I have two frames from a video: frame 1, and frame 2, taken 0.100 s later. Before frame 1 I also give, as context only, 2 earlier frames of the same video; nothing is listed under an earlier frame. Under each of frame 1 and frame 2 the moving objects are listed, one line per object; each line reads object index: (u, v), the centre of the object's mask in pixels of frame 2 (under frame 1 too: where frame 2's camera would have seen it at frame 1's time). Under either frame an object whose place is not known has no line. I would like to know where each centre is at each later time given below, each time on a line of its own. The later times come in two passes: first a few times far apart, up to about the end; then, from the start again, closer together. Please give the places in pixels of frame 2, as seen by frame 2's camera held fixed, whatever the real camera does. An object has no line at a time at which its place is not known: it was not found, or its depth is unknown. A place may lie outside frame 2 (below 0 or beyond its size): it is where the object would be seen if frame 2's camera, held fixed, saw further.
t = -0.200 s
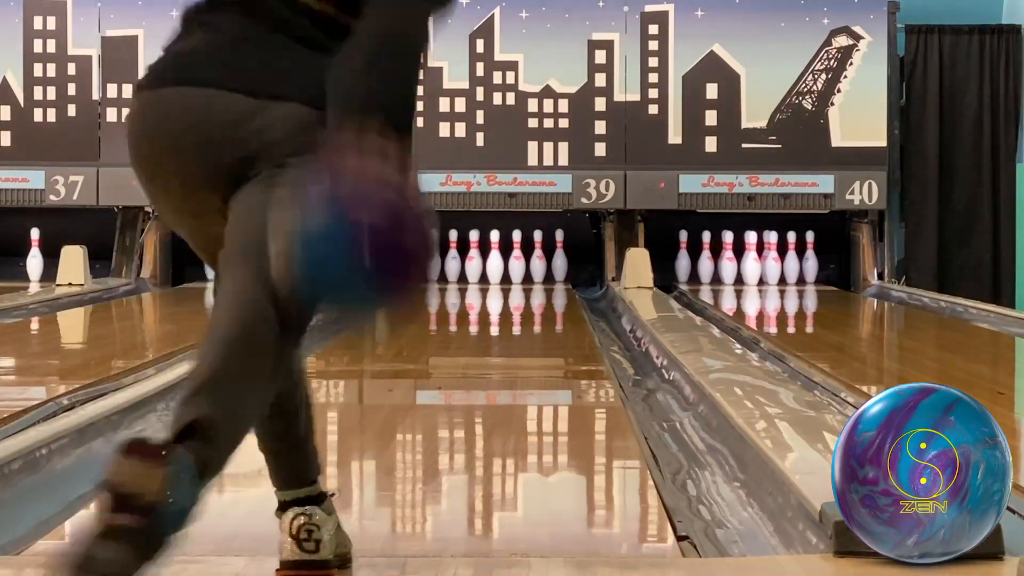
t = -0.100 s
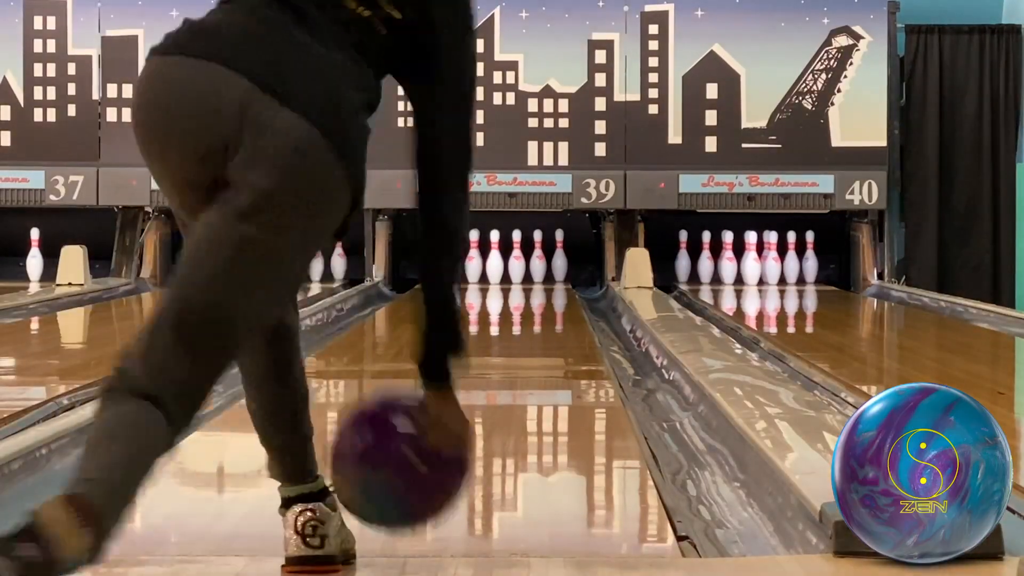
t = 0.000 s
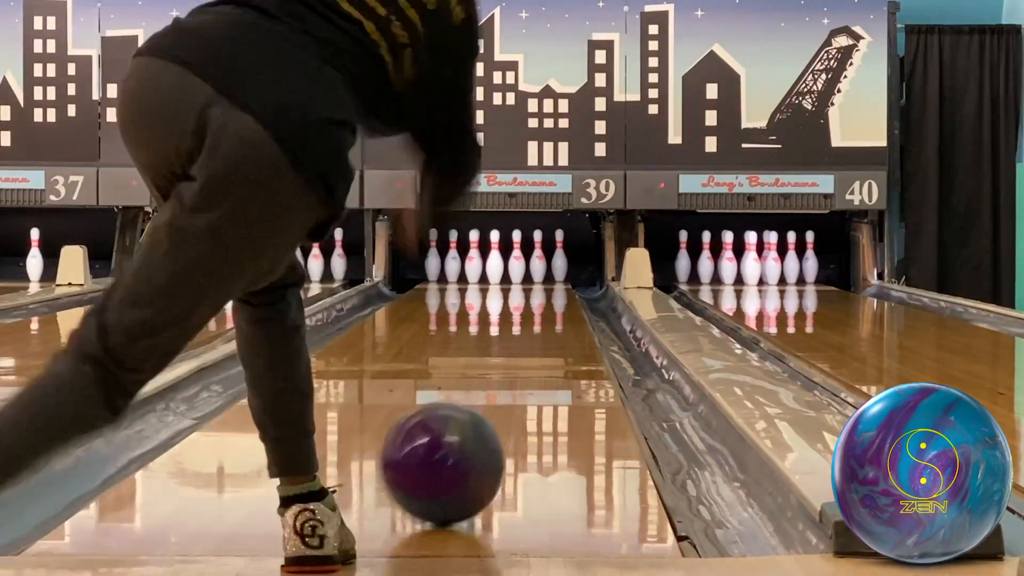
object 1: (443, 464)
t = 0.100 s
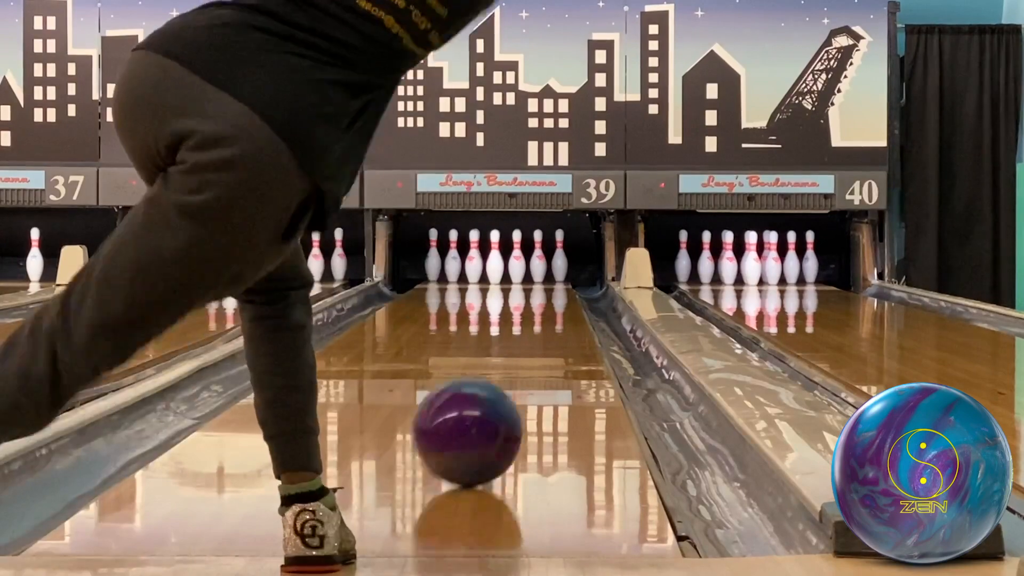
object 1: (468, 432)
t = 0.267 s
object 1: (498, 392)
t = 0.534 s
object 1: (528, 352)
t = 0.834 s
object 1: (547, 325)
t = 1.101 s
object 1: (557, 307)
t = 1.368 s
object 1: (560, 296)
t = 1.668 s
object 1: (558, 285)
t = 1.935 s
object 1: (545, 278)
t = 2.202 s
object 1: (522, 272)
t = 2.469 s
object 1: (500, 269)
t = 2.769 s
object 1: (476, 272)
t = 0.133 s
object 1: (475, 423)
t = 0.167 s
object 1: (481, 414)
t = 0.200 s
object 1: (488, 407)
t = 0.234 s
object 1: (493, 399)
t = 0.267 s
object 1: (498, 392)
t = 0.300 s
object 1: (503, 386)
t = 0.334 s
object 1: (507, 380)
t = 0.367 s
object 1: (511, 374)
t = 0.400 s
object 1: (515, 370)
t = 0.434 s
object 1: (518, 365)
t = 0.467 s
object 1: (522, 360)
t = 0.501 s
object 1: (525, 356)
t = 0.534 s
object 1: (528, 352)
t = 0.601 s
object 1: (533, 345)
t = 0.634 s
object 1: (535, 342)
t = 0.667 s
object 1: (538, 339)
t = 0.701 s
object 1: (540, 336)
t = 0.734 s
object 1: (542, 333)
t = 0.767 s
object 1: (544, 330)
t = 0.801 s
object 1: (545, 327)
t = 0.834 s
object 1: (547, 325)
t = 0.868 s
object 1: (548, 323)
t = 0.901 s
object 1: (550, 320)
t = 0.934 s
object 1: (551, 318)
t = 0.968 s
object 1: (553, 316)
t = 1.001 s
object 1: (554, 313)
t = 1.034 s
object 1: (555, 311)
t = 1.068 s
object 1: (555, 309)
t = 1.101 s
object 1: (557, 307)
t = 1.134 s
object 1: (557, 306)
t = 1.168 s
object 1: (556, 308)
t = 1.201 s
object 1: (558, 302)
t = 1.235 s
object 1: (559, 301)
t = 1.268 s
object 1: (560, 300)
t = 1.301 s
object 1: (560, 298)
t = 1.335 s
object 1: (561, 298)
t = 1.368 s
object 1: (560, 296)
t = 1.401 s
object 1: (561, 295)
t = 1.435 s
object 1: (561, 293)
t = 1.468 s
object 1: (561, 292)
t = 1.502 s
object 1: (561, 291)
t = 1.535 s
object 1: (560, 289)
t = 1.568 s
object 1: (560, 289)
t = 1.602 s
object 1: (559, 288)
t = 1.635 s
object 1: (559, 287)
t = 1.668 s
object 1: (558, 285)
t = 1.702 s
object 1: (557, 284)
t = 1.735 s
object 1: (556, 283)
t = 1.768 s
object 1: (554, 282)
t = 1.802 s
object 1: (553, 281)
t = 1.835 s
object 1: (551, 280)
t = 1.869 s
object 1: (549, 280)
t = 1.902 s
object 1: (547, 279)
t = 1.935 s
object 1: (545, 278)
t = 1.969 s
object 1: (543, 277)
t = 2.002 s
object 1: (541, 277)
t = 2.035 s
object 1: (538, 276)
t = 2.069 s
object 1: (535, 276)
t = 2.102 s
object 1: (533, 275)
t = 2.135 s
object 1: (529, 274)
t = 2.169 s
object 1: (526, 273)
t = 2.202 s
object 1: (522, 272)
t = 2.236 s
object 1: (519, 272)
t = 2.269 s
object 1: (516, 272)
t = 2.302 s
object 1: (512, 271)
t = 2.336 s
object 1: (509, 270)
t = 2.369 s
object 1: (504, 269)
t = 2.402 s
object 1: (503, 269)
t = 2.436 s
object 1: (502, 269)
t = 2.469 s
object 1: (500, 269)
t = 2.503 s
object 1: (496, 268)
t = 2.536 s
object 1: (494, 267)
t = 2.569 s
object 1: (490, 267)
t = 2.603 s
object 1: (489, 267)
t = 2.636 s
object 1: (484, 267)
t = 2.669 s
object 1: (482, 267)
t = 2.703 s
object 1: (484, 266)
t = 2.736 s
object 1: (485, 270)
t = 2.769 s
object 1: (476, 272)
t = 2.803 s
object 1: (479, 274)
